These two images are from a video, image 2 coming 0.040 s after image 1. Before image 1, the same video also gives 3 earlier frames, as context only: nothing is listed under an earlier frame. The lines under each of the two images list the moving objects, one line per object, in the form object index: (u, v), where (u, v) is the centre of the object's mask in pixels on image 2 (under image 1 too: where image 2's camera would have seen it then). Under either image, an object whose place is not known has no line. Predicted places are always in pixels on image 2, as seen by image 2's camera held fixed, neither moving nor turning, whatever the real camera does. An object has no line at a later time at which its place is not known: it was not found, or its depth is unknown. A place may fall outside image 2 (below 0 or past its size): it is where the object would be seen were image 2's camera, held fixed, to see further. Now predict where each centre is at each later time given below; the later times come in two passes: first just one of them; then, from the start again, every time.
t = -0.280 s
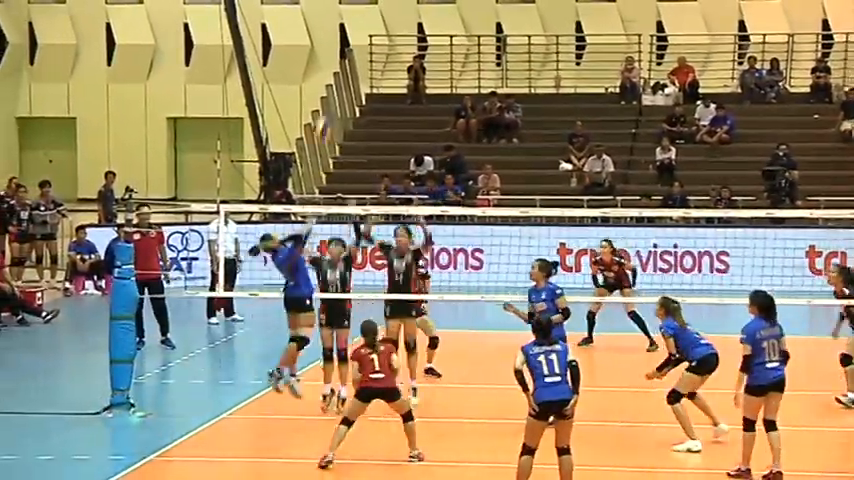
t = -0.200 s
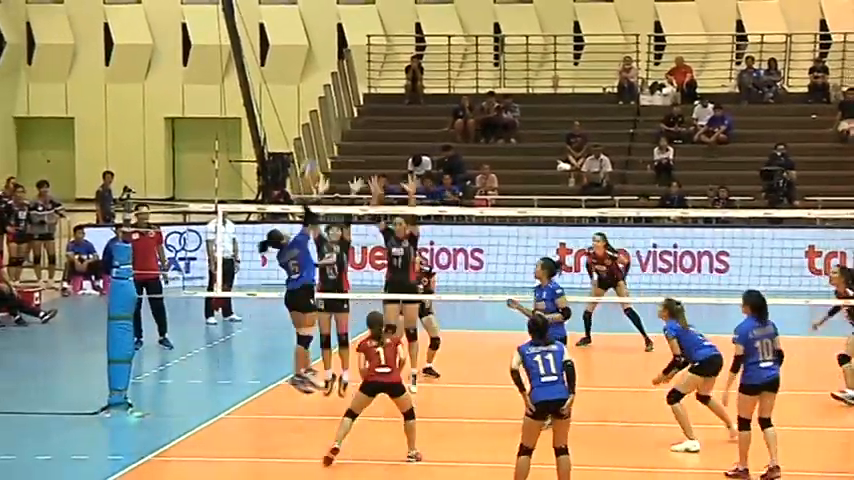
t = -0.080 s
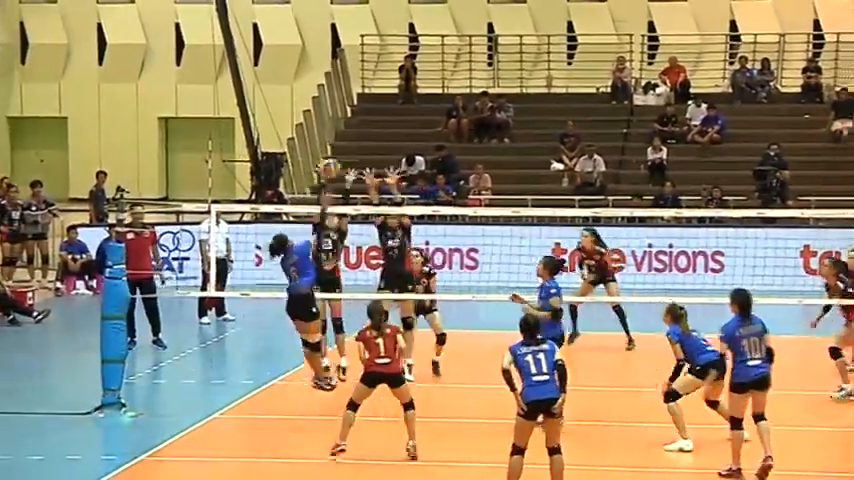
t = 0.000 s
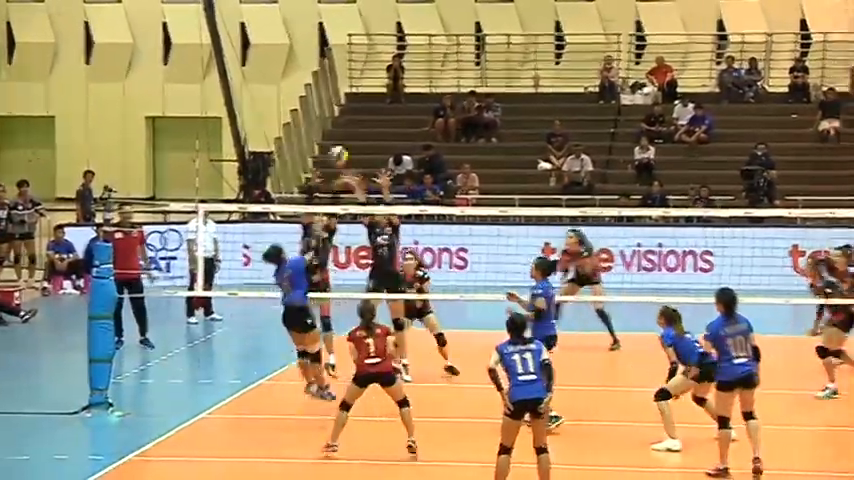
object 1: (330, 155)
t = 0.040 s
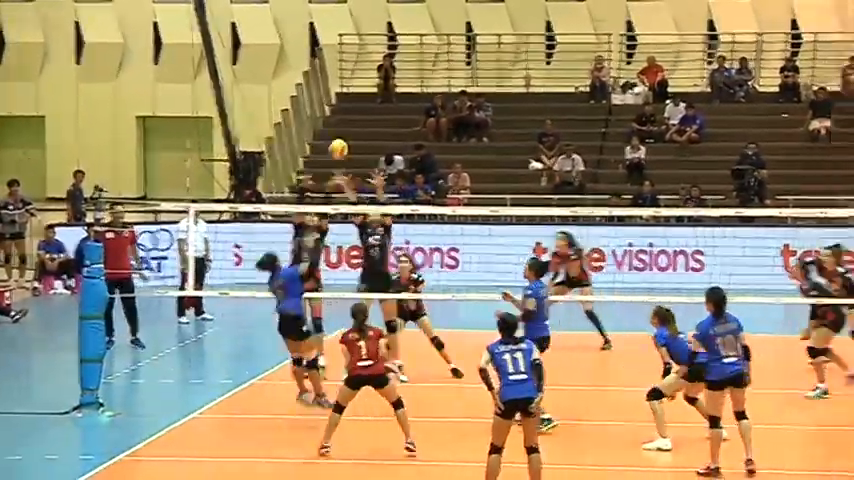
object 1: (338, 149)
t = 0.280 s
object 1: (385, 143)
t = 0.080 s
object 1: (347, 143)
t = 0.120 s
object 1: (355, 140)
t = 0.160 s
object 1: (364, 138)
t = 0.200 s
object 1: (371, 139)
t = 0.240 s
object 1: (379, 139)
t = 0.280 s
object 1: (385, 143)
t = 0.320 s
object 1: (392, 147)
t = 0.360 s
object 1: (399, 153)
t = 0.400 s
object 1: (406, 161)
